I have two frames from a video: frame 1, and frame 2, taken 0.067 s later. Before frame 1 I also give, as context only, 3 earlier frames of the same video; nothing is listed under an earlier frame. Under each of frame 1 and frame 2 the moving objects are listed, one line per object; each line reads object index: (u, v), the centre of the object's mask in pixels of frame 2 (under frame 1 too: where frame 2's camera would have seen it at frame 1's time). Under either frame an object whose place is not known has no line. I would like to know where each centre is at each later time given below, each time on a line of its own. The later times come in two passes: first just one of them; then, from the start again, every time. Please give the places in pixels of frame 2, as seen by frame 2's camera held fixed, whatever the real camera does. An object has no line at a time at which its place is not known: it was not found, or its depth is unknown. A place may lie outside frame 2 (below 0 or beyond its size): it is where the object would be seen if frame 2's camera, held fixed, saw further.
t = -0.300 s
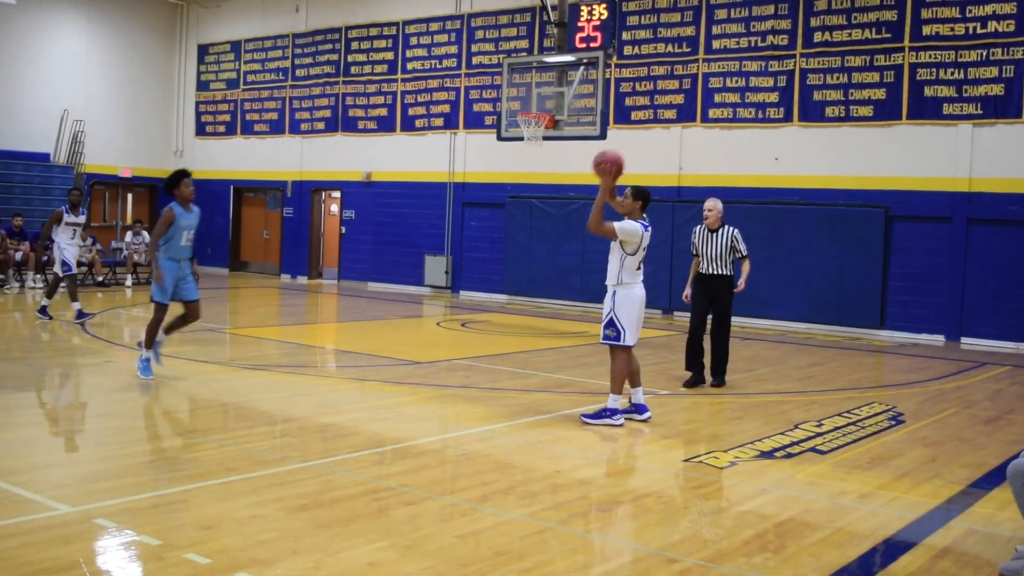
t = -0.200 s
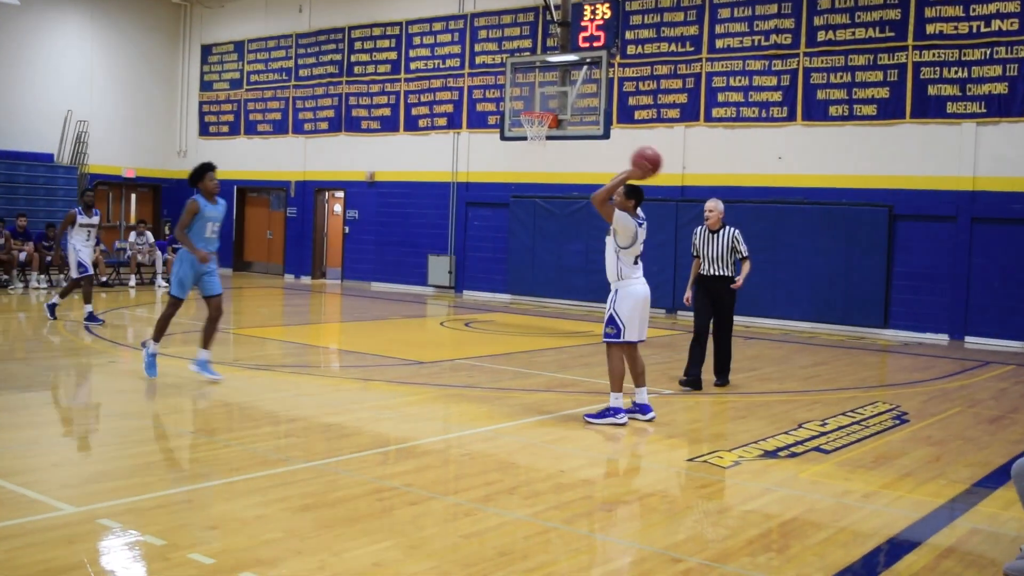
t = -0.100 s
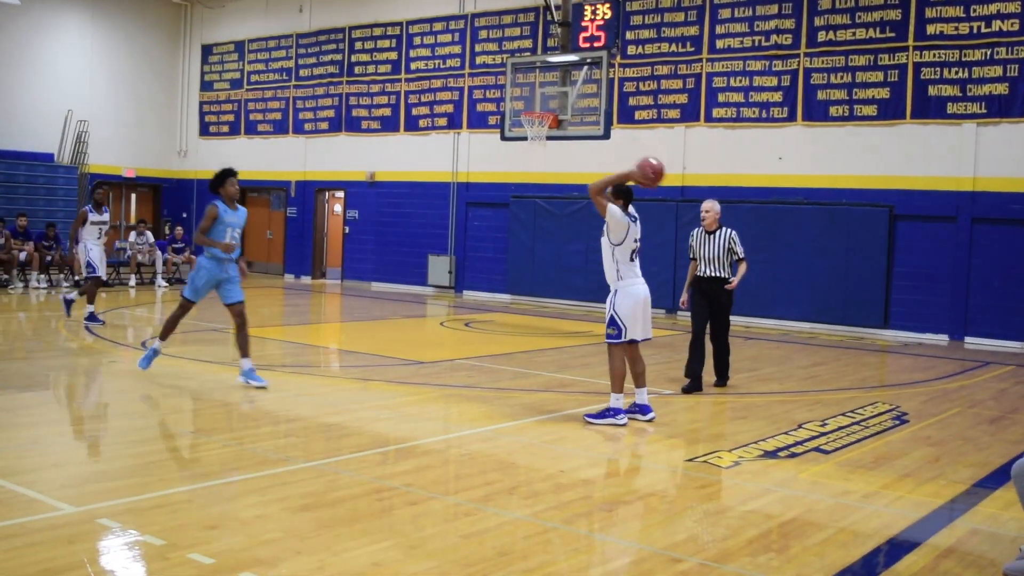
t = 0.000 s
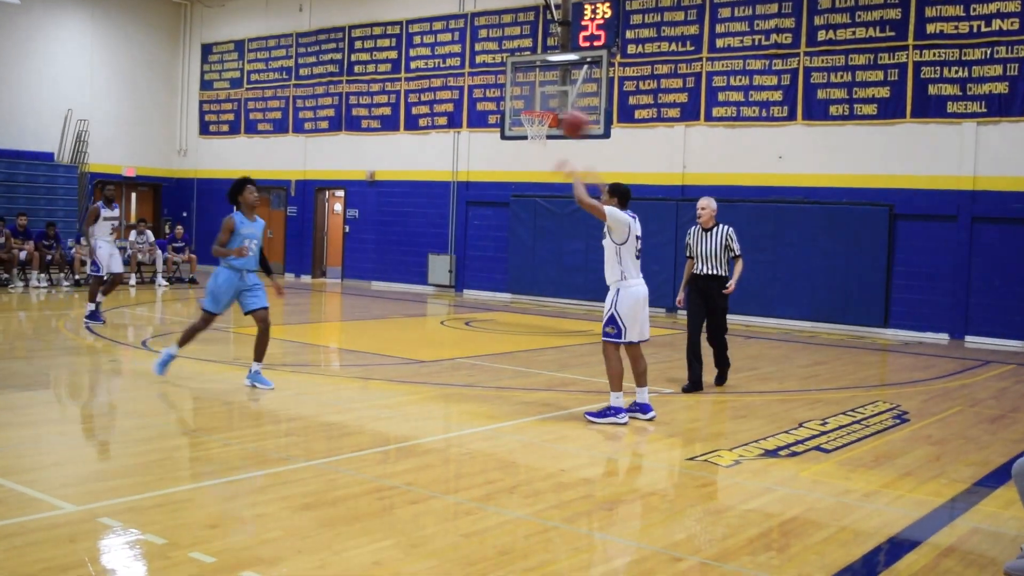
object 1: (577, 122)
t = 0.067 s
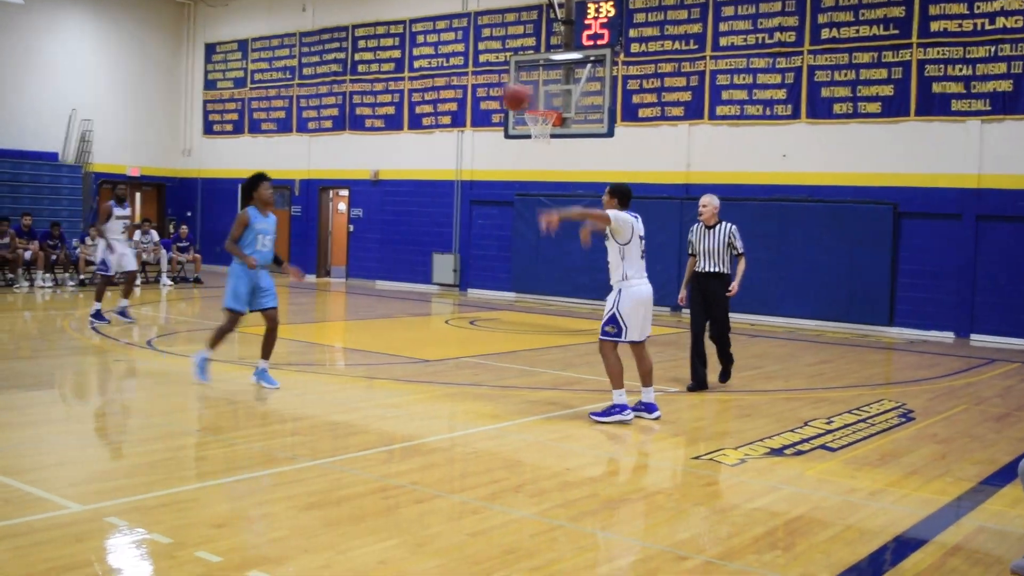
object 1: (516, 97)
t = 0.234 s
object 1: (392, 69)
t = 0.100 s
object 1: (488, 88)
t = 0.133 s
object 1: (462, 81)
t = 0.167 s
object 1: (437, 75)
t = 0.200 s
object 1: (413, 71)
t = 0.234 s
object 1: (392, 69)
